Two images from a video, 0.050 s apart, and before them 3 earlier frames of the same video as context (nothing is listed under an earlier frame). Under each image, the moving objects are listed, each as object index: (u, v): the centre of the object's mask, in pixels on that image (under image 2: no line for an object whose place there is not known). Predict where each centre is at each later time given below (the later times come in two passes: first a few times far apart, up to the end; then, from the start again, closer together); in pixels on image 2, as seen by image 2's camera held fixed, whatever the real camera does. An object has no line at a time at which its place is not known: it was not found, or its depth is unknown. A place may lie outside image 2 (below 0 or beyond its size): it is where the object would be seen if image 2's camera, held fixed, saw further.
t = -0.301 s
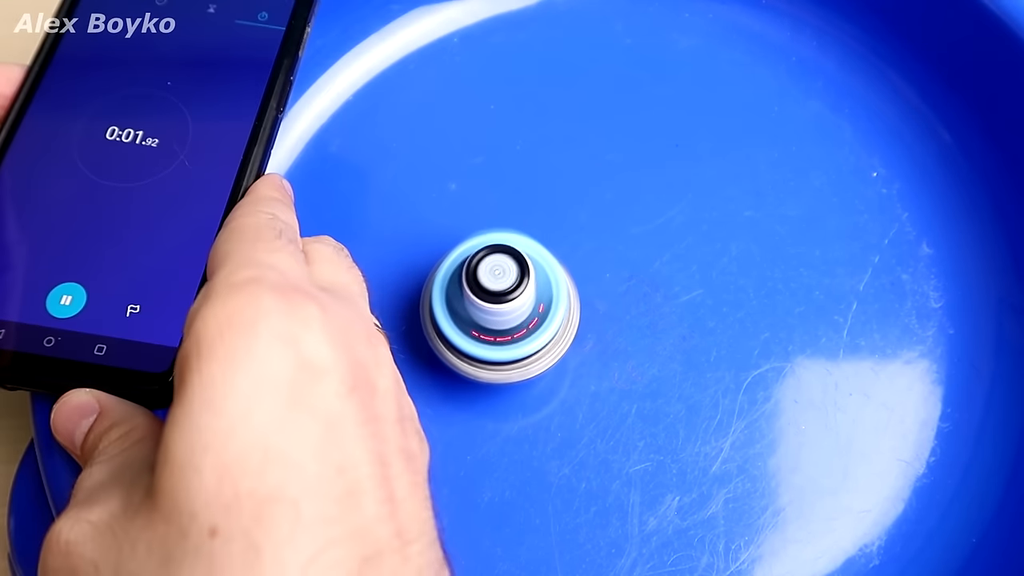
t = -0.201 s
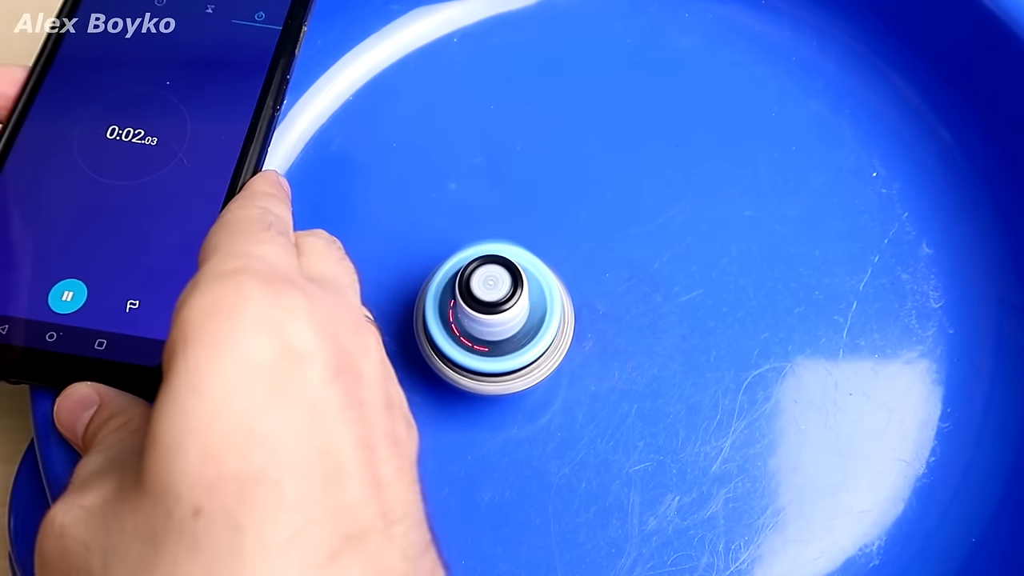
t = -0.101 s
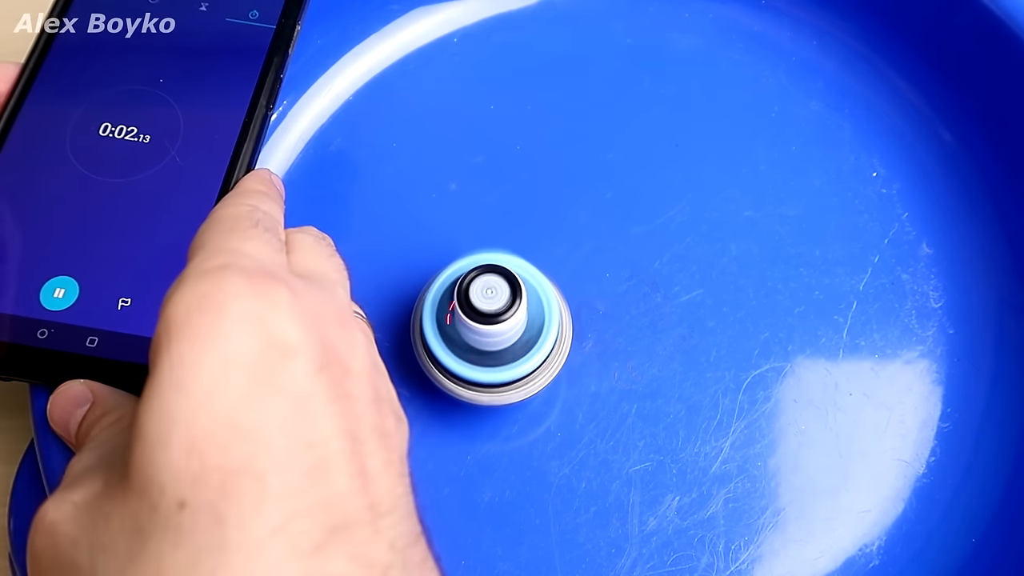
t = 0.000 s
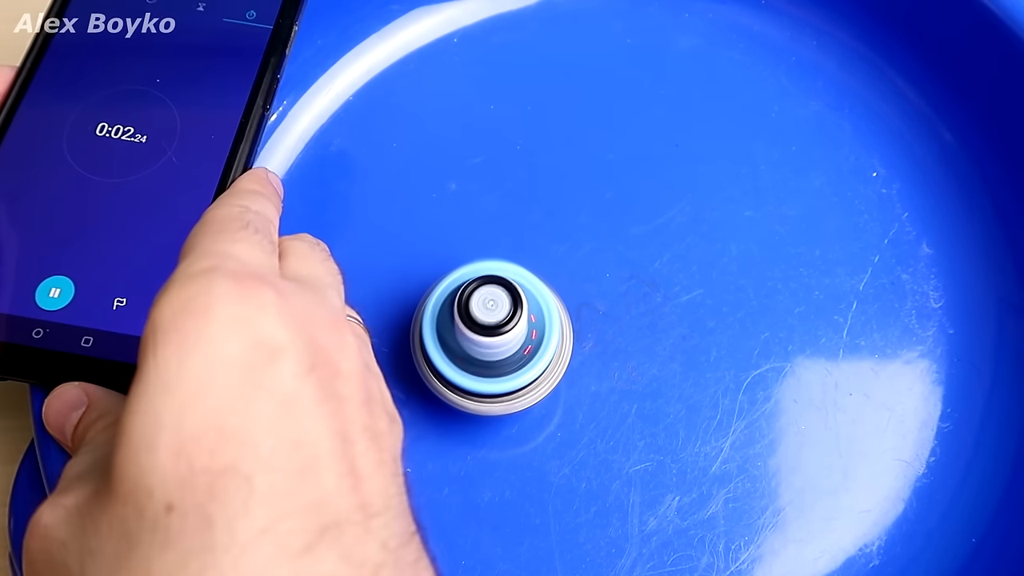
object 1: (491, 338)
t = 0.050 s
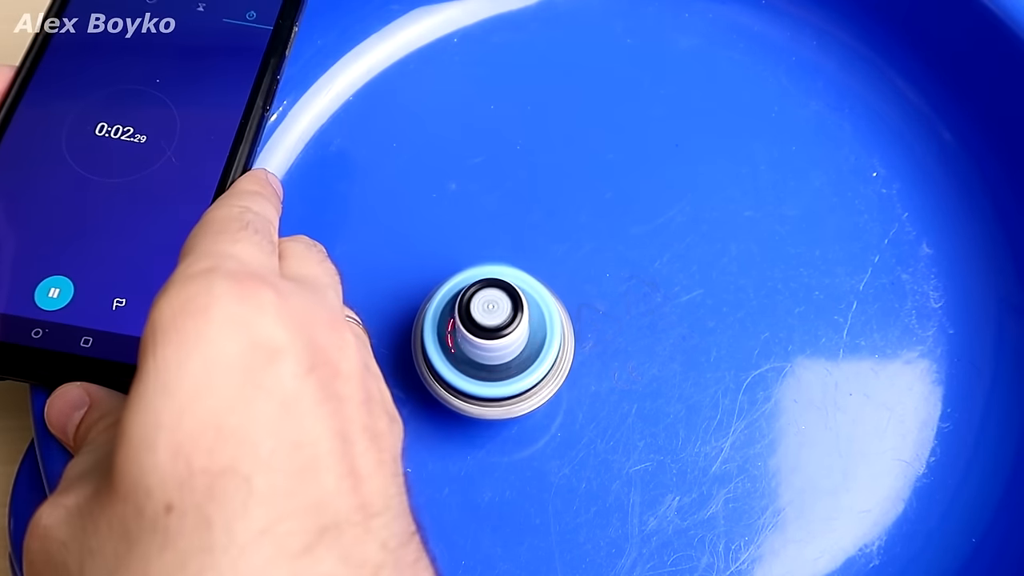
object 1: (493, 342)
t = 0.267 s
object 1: (510, 355)
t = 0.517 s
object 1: (545, 349)
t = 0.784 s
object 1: (582, 317)
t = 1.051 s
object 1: (599, 277)
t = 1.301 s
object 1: (592, 248)
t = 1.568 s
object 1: (564, 244)
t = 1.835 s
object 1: (538, 276)
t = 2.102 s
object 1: (542, 323)
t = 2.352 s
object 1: (562, 354)
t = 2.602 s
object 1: (579, 355)
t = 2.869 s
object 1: (586, 330)
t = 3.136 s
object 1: (570, 298)
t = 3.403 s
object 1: (536, 277)
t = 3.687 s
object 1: (517, 281)
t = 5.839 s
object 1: (537, 331)
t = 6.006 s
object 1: (535, 330)
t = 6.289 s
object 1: (533, 317)
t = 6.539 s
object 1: (531, 302)
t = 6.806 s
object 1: (538, 284)
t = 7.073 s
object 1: (543, 269)
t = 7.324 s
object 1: (551, 266)
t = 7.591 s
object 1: (564, 272)
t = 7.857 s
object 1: (579, 285)
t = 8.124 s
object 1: (592, 294)
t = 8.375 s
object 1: (597, 300)
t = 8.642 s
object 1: (593, 299)
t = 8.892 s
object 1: (568, 293)
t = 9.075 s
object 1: (546, 293)
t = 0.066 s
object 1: (493, 344)
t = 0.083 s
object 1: (494, 345)
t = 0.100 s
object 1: (495, 346)
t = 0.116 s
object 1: (496, 348)
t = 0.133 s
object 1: (497, 349)
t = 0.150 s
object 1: (498, 350)
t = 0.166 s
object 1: (500, 350)
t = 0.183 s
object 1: (501, 351)
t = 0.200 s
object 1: (503, 352)
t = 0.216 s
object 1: (505, 353)
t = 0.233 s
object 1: (506, 354)
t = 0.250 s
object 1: (508, 354)
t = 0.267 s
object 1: (510, 355)
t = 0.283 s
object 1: (512, 355)
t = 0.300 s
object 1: (514, 355)
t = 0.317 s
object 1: (517, 356)
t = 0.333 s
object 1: (519, 355)
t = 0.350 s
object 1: (521, 355)
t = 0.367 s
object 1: (524, 355)
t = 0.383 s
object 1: (526, 355)
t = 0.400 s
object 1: (529, 355)
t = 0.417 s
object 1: (531, 354)
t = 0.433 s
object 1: (533, 354)
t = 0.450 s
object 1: (536, 353)
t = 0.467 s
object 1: (538, 352)
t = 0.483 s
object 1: (540, 351)
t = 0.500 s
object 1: (543, 350)
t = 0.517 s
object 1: (545, 349)
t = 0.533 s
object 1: (548, 348)
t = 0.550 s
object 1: (550, 346)
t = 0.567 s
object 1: (553, 345)
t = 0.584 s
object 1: (556, 343)
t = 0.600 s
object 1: (558, 342)
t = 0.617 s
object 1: (561, 340)
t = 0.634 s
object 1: (563, 338)
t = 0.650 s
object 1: (565, 336)
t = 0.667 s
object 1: (567, 334)
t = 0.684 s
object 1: (570, 332)
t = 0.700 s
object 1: (572, 330)
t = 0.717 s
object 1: (574, 328)
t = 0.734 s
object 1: (577, 325)
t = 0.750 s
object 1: (579, 322)
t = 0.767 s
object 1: (581, 320)
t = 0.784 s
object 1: (582, 317)
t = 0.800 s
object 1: (584, 315)
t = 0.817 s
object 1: (586, 313)
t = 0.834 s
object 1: (587, 310)
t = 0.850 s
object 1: (589, 308)
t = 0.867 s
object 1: (590, 305)
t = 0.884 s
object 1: (592, 303)
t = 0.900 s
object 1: (593, 300)
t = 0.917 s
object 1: (594, 297)
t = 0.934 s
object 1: (595, 295)
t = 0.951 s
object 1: (596, 292)
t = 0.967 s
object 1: (597, 289)
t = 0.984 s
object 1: (597, 287)
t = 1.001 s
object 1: (597, 284)
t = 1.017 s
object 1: (598, 281)
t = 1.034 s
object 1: (598, 279)
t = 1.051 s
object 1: (599, 277)
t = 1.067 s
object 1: (599, 274)
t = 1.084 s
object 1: (599, 272)
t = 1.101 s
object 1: (600, 270)
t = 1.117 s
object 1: (600, 268)
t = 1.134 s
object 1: (599, 265)
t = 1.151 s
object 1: (599, 263)
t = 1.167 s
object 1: (599, 262)
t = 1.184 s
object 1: (598, 260)
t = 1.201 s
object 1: (598, 258)
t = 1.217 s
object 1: (597, 256)
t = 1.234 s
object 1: (596, 254)
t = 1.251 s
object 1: (595, 253)
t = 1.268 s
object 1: (594, 251)
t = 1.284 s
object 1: (593, 250)
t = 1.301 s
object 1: (592, 248)
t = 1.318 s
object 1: (590, 247)
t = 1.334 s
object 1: (589, 246)
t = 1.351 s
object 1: (587, 245)
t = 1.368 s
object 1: (586, 244)
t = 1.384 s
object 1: (584, 244)
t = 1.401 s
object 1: (583, 243)
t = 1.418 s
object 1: (581, 243)
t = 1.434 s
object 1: (580, 242)
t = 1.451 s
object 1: (578, 242)
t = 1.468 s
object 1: (576, 242)
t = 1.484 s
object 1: (574, 242)
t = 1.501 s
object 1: (572, 242)
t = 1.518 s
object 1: (571, 243)
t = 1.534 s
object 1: (568, 243)
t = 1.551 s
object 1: (566, 244)
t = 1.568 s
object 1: (564, 244)
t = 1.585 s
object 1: (562, 245)
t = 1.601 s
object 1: (560, 246)
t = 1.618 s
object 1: (558, 247)
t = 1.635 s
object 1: (556, 249)
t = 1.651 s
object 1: (555, 250)
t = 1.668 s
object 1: (553, 252)
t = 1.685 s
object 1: (551, 254)
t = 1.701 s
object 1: (549, 255)
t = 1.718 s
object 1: (547, 258)
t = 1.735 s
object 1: (546, 260)
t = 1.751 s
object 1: (544, 262)
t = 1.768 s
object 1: (543, 265)
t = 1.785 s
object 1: (542, 267)
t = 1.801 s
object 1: (540, 270)
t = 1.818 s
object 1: (539, 273)
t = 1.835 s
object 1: (538, 276)
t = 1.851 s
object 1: (537, 279)
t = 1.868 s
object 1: (536, 282)
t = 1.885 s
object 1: (536, 285)
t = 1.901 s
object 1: (536, 288)
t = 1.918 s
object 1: (536, 291)
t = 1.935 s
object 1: (535, 294)
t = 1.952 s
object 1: (536, 297)
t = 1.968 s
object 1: (536, 300)
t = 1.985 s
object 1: (536, 303)
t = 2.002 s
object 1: (537, 306)
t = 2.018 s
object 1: (537, 308)
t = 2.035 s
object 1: (538, 312)
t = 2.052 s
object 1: (539, 315)
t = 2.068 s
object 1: (540, 317)
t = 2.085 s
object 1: (541, 321)
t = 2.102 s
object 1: (542, 323)
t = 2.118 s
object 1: (543, 326)
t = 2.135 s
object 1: (545, 329)
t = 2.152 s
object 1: (546, 331)
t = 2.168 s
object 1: (547, 334)
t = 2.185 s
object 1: (548, 336)
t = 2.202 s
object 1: (550, 338)
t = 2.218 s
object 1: (551, 341)
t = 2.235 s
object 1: (553, 343)
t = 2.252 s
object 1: (554, 345)
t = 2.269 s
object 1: (555, 347)
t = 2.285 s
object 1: (557, 348)
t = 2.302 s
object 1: (558, 350)
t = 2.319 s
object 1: (560, 352)
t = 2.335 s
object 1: (561, 353)
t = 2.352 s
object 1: (562, 354)
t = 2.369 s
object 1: (564, 355)
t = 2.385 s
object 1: (565, 356)
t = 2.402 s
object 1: (566, 357)
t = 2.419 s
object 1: (568, 357)
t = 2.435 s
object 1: (569, 358)
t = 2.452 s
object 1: (570, 358)
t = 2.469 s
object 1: (571, 358)
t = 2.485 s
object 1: (572, 358)
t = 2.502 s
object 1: (573, 358)
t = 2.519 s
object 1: (574, 358)
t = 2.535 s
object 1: (575, 358)
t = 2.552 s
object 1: (576, 357)
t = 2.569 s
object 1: (577, 357)
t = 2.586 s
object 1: (578, 356)
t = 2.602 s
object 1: (579, 355)
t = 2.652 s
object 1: (582, 352)
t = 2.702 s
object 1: (584, 348)
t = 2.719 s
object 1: (585, 346)
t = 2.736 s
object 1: (585, 345)
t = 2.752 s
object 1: (586, 343)
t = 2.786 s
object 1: (586, 340)
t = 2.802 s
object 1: (586, 338)
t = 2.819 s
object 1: (586, 336)
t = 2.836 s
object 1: (587, 335)
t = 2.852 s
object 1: (586, 332)
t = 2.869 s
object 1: (586, 330)
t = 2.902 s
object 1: (585, 326)
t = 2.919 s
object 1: (585, 324)
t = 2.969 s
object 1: (583, 318)
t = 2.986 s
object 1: (582, 316)
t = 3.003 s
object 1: (581, 313)
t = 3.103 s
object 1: (574, 301)
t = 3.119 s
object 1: (572, 300)
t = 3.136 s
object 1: (570, 298)
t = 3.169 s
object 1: (566, 295)
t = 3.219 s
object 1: (560, 290)
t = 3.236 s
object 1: (558, 288)
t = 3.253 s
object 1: (556, 286)
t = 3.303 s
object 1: (549, 282)
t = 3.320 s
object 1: (547, 281)
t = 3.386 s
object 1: (538, 278)
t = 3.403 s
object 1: (536, 277)
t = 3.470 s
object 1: (529, 275)
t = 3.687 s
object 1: (517, 281)
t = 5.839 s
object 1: (537, 331)
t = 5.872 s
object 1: (536, 330)
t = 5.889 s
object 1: (535, 331)
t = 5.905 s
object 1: (535, 331)
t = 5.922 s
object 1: (535, 331)
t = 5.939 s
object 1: (535, 330)
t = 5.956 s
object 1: (535, 330)
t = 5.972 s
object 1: (535, 330)
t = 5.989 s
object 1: (535, 330)
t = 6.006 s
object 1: (535, 330)
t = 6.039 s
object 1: (535, 329)
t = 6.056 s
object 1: (535, 330)
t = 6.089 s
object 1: (535, 328)
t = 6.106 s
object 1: (535, 328)
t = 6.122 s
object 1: (535, 327)
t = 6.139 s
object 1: (535, 326)
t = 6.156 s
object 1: (535, 325)
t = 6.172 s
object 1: (534, 325)
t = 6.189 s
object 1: (534, 323)
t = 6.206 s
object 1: (534, 322)
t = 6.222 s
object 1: (534, 322)
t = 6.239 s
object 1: (534, 320)
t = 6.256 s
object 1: (533, 319)
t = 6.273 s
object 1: (533, 319)
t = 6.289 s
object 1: (533, 317)
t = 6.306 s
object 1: (532, 316)
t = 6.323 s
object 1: (532, 316)
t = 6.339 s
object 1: (532, 314)
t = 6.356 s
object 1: (532, 313)
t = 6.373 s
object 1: (531, 312)
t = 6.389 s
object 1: (531, 311)
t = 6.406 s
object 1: (531, 310)
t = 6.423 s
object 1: (530, 309)
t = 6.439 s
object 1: (531, 308)
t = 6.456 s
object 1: (531, 306)
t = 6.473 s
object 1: (530, 306)
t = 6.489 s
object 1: (530, 305)
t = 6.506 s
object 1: (530, 304)
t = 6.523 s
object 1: (531, 303)
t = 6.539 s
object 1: (531, 302)
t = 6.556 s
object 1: (531, 300)
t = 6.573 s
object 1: (532, 300)
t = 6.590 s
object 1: (532, 299)
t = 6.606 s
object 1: (532, 298)
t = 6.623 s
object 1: (532, 297)
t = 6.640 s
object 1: (533, 296)
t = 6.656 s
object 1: (533, 294)
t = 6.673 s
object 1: (534, 293)
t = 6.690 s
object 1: (534, 293)
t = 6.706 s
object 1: (535, 291)
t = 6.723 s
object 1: (535, 291)
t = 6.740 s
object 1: (536, 289)
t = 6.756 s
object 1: (536, 288)
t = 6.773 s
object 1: (537, 287)
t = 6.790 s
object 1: (537, 286)
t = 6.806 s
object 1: (538, 284)
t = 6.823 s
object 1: (538, 283)
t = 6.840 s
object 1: (539, 282)
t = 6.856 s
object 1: (539, 281)
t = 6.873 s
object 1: (540, 279)
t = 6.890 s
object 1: (540, 279)
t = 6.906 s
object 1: (540, 277)
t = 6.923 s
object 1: (540, 277)
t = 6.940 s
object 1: (541, 275)
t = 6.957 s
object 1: (541, 274)
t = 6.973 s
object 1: (541, 273)
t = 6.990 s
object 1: (542, 273)
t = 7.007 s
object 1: (542, 271)
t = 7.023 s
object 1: (542, 271)
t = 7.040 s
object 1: (543, 270)
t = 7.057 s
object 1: (543, 269)
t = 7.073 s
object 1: (543, 269)
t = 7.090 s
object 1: (544, 268)
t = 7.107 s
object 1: (544, 268)
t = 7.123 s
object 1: (545, 267)
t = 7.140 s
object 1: (545, 267)
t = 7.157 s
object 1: (546, 266)
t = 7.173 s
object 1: (546, 266)
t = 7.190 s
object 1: (546, 266)
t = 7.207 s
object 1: (547, 265)
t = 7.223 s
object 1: (547, 266)
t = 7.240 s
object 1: (548, 266)
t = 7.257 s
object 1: (548, 265)
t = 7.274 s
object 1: (549, 266)
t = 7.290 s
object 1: (550, 266)
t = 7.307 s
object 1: (550, 265)
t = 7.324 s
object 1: (551, 266)
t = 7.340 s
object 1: (552, 266)
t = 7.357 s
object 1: (553, 266)
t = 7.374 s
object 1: (553, 266)
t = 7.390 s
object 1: (554, 267)
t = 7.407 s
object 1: (555, 267)
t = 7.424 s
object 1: (555, 267)
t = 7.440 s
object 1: (556, 268)
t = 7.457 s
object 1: (557, 268)
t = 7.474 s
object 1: (558, 268)
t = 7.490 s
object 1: (559, 269)
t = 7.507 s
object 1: (560, 269)
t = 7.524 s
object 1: (561, 269)
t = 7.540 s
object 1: (561, 270)
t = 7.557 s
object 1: (562, 270)
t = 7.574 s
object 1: (563, 271)
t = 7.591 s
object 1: (564, 272)
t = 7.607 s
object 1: (565, 272)
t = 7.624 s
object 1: (567, 273)
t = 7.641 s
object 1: (567, 274)
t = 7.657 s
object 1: (569, 274)
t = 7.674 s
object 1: (570, 275)
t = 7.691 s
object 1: (570, 276)
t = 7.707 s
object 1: (571, 276)
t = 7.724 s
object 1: (573, 277)
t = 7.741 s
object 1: (573, 278)
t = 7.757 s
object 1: (574, 279)
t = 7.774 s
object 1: (575, 280)
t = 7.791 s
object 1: (576, 280)
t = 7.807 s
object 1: (576, 282)
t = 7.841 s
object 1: (578, 283)
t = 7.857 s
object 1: (579, 285)
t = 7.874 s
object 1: (580, 285)
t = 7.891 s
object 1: (581, 285)
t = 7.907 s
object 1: (582, 287)
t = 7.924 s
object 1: (583, 287)
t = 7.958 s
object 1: (585, 288)
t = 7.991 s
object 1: (586, 290)
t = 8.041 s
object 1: (589, 292)
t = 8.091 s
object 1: (591, 293)
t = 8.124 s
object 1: (592, 294)
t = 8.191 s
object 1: (594, 296)
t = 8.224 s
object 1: (594, 297)
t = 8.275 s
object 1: (595, 299)
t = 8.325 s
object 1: (596, 300)
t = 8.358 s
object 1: (597, 299)
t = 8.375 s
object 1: (597, 300)
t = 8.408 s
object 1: (596, 301)
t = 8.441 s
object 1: (596, 300)
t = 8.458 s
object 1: (596, 301)
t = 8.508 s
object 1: (596, 300)
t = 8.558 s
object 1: (596, 300)
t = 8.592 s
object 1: (595, 300)
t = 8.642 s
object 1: (593, 299)
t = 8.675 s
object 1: (591, 299)
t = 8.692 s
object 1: (589, 298)
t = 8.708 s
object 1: (588, 297)
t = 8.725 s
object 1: (587, 297)
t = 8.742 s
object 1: (585, 297)
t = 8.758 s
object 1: (583, 296)
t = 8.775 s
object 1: (581, 296)
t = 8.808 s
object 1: (578, 295)
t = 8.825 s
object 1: (576, 294)
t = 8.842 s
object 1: (574, 293)
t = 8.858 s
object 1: (572, 294)
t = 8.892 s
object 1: (568, 293)
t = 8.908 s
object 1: (566, 293)
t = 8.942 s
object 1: (562, 293)
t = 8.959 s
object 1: (560, 293)
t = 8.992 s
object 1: (556, 293)
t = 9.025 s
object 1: (552, 293)
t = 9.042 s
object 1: (550, 293)
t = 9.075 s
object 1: (546, 293)
